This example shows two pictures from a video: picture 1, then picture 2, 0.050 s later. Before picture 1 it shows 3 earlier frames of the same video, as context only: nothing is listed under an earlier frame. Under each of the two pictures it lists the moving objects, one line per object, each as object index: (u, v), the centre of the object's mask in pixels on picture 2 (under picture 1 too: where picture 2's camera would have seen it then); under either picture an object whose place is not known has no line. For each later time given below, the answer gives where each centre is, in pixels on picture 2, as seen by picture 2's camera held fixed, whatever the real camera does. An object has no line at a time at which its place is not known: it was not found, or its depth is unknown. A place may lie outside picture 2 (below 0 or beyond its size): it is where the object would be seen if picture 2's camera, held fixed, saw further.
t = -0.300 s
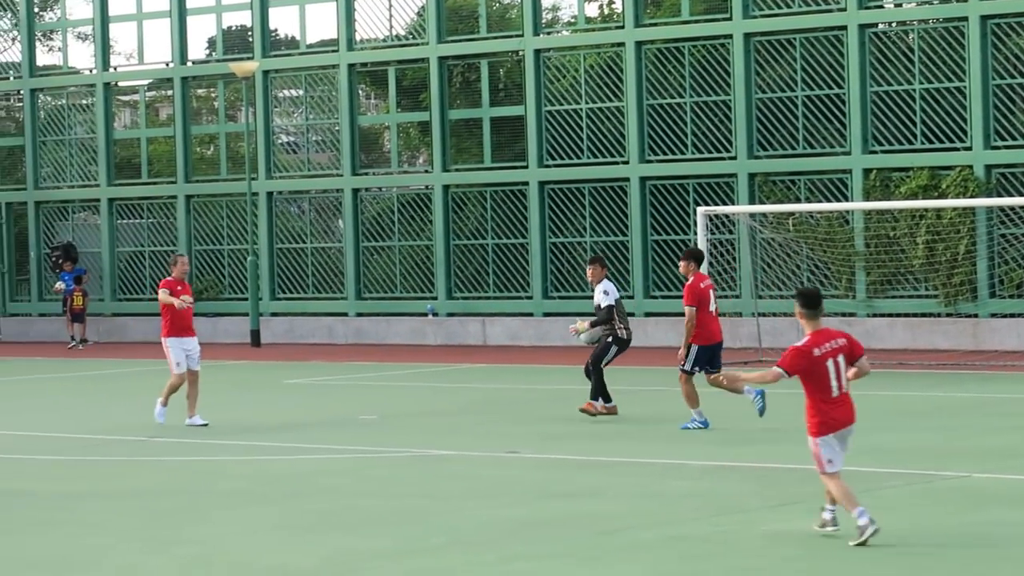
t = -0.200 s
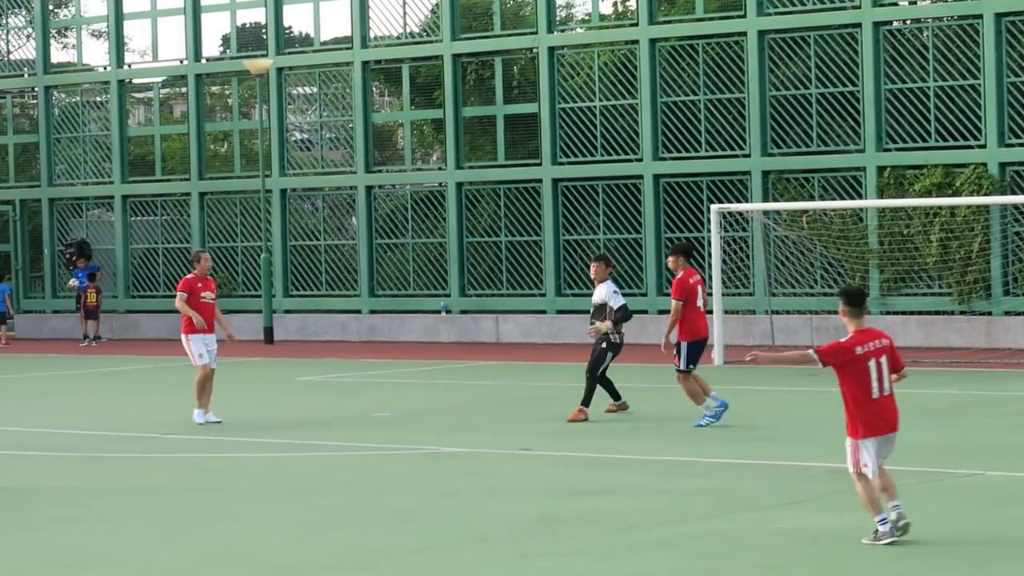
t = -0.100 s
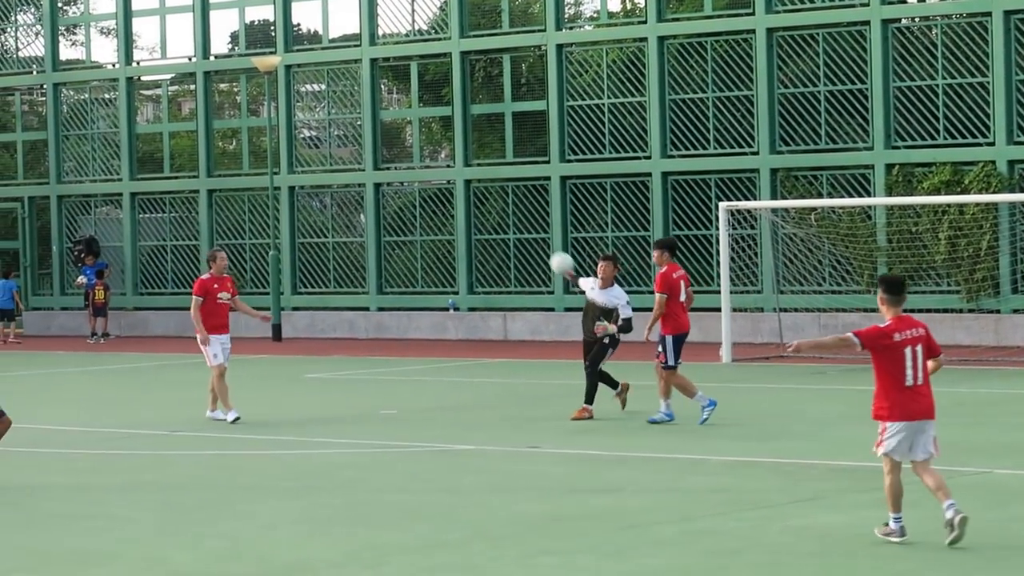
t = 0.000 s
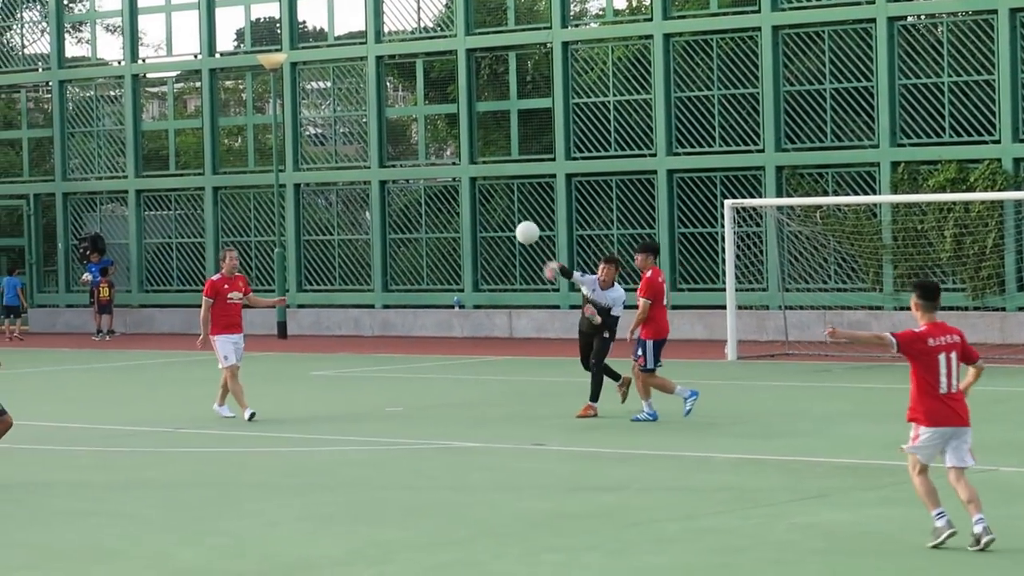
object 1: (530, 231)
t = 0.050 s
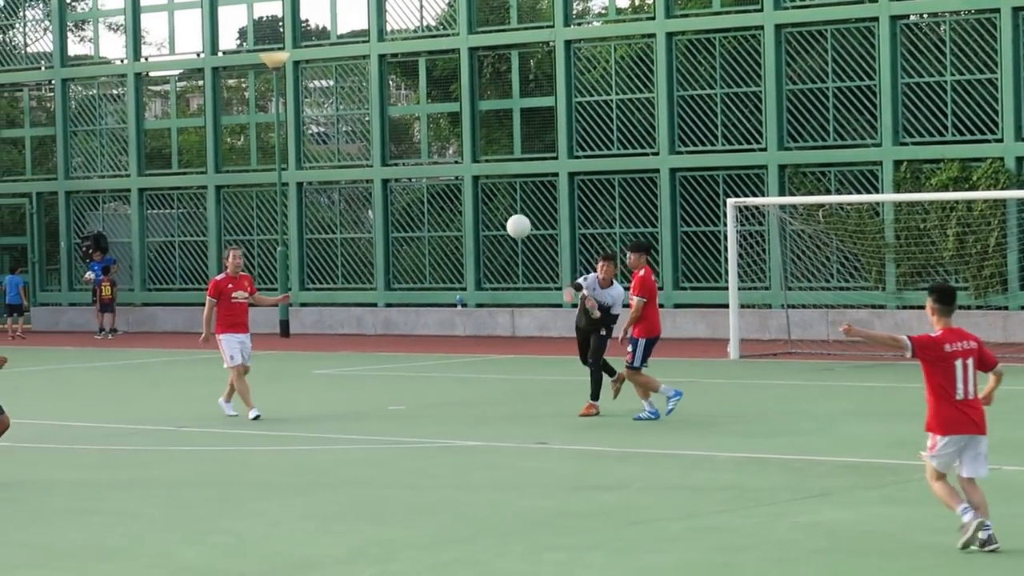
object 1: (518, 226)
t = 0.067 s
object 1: (514, 225)
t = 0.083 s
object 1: (511, 224)
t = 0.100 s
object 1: (506, 223)
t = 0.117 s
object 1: (503, 223)
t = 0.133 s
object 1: (499, 223)
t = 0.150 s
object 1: (497, 223)
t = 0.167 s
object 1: (493, 223)
